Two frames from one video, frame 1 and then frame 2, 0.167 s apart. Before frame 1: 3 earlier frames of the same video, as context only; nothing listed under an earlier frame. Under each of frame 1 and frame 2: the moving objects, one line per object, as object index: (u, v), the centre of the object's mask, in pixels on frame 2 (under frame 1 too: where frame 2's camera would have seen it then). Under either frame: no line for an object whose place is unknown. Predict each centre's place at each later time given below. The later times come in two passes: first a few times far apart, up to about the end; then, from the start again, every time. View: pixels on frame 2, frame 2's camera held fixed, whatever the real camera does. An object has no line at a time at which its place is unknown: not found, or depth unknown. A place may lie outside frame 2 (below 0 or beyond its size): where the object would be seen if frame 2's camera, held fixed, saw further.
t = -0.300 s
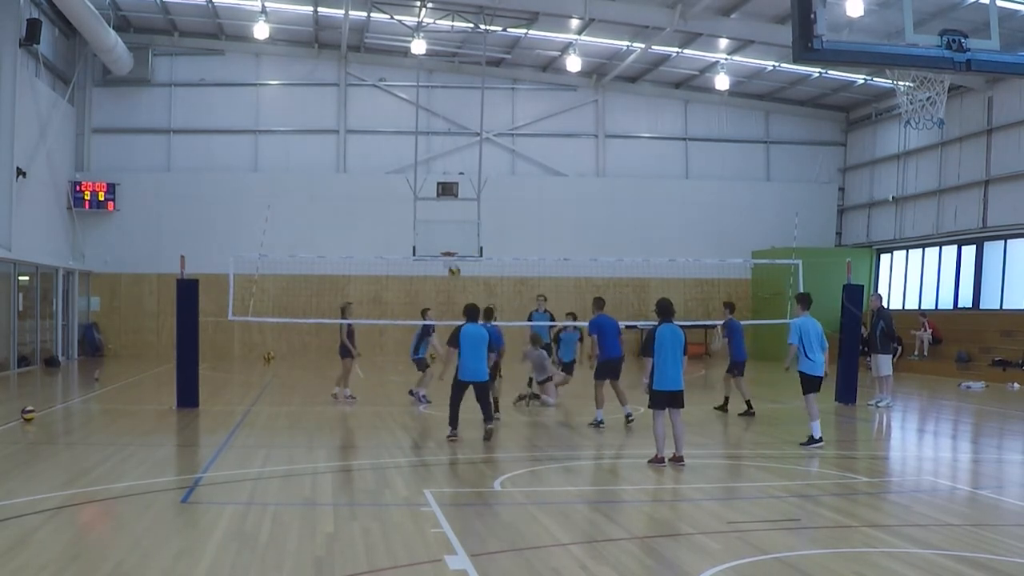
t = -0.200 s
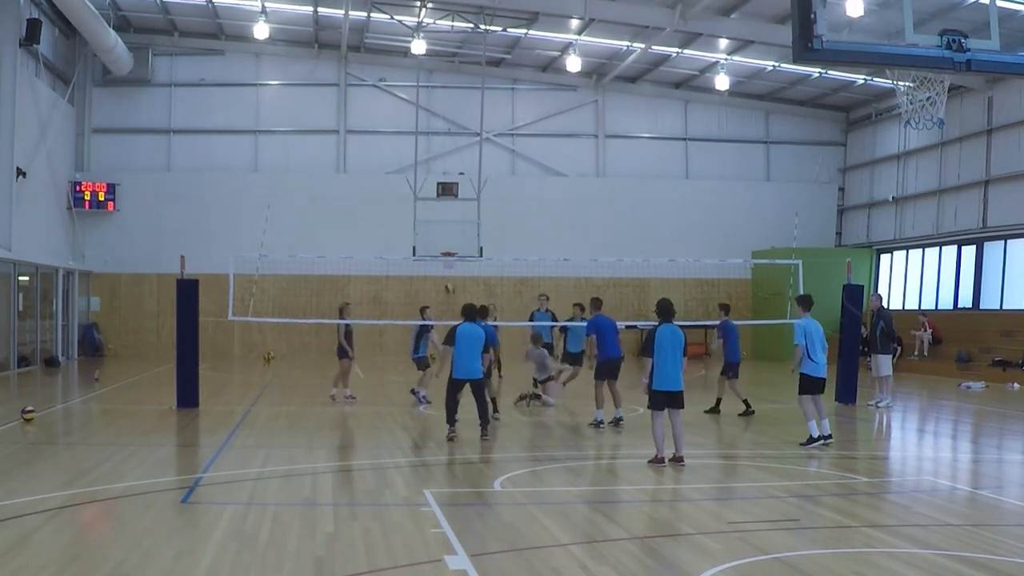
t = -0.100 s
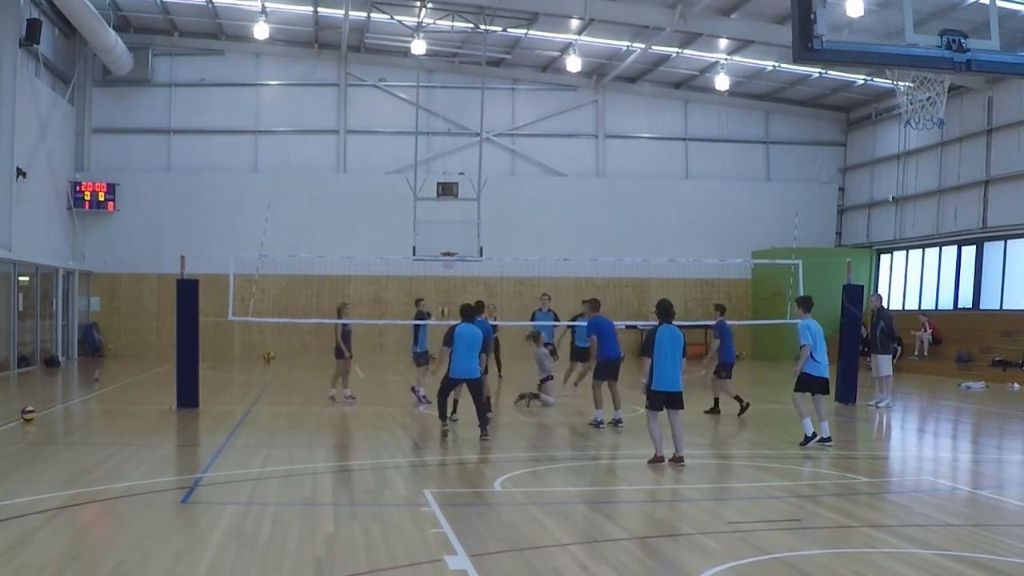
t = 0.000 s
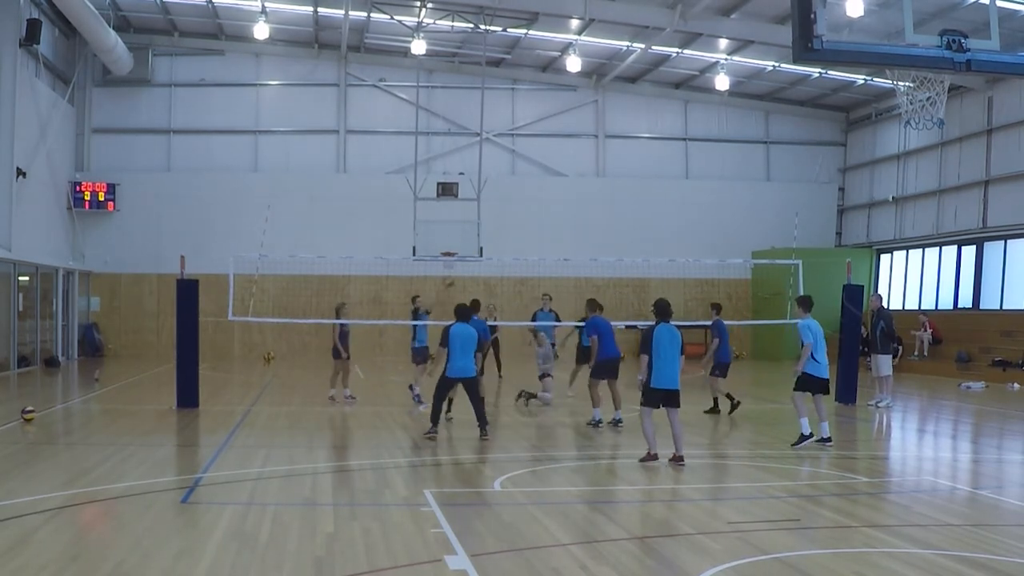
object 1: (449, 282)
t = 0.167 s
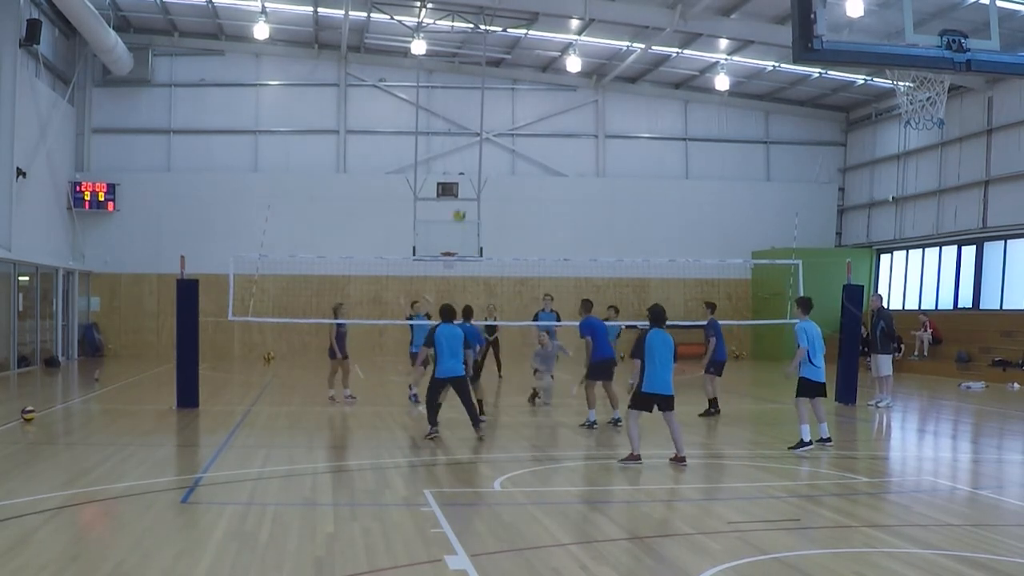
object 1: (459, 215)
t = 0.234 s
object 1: (465, 192)
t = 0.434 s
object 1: (479, 141)
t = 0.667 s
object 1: (497, 112)
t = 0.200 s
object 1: (462, 205)
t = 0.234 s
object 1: (465, 192)
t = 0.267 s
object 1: (466, 183)
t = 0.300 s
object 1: (468, 174)
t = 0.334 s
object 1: (471, 165)
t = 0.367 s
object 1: (474, 157)
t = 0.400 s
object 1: (476, 148)
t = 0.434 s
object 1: (479, 141)
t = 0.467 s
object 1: (482, 135)
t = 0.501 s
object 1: (484, 129)
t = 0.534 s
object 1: (488, 125)
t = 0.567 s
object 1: (489, 120)
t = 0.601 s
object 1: (492, 117)
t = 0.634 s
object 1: (495, 114)
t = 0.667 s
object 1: (497, 112)
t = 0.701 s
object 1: (500, 110)
